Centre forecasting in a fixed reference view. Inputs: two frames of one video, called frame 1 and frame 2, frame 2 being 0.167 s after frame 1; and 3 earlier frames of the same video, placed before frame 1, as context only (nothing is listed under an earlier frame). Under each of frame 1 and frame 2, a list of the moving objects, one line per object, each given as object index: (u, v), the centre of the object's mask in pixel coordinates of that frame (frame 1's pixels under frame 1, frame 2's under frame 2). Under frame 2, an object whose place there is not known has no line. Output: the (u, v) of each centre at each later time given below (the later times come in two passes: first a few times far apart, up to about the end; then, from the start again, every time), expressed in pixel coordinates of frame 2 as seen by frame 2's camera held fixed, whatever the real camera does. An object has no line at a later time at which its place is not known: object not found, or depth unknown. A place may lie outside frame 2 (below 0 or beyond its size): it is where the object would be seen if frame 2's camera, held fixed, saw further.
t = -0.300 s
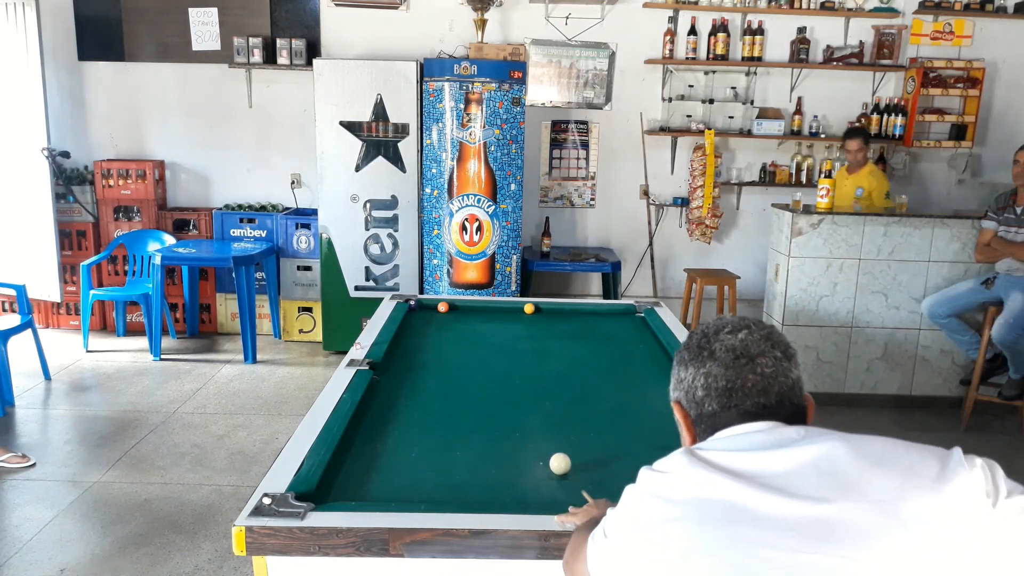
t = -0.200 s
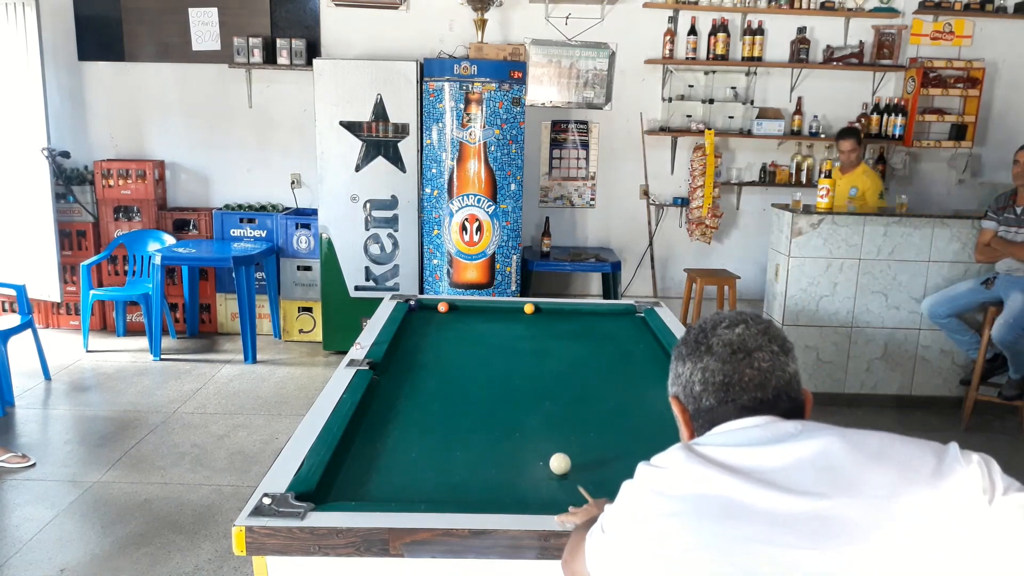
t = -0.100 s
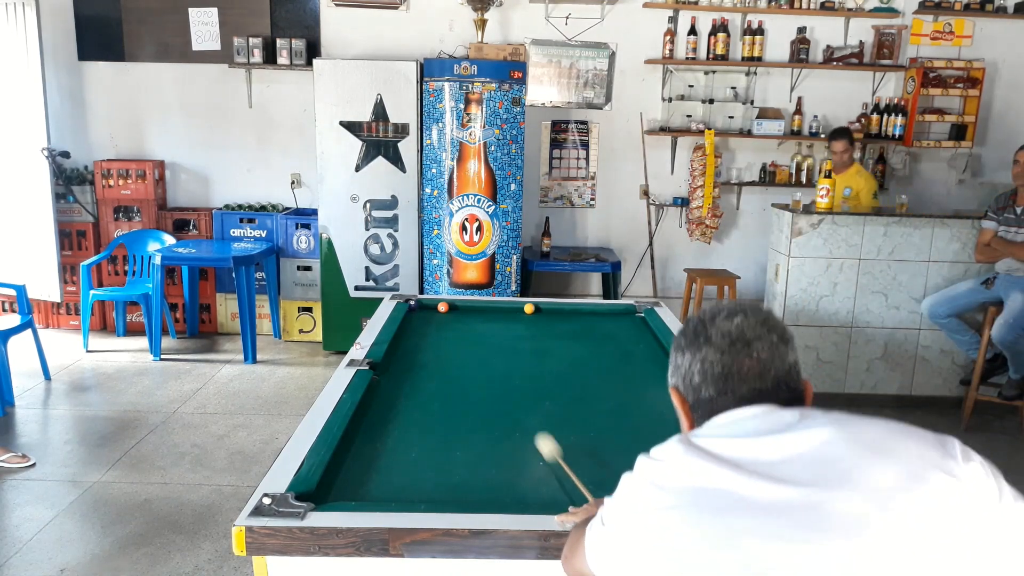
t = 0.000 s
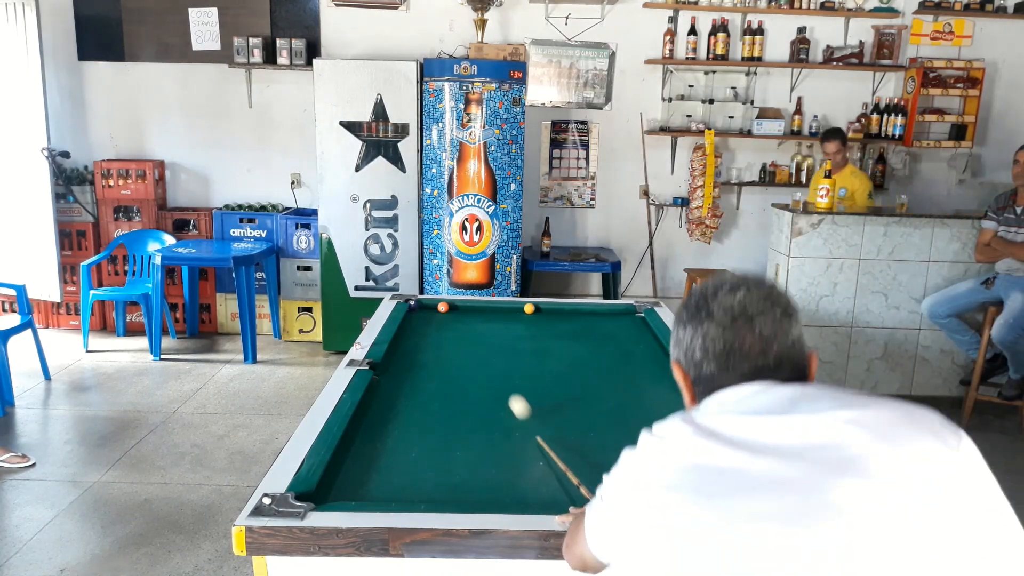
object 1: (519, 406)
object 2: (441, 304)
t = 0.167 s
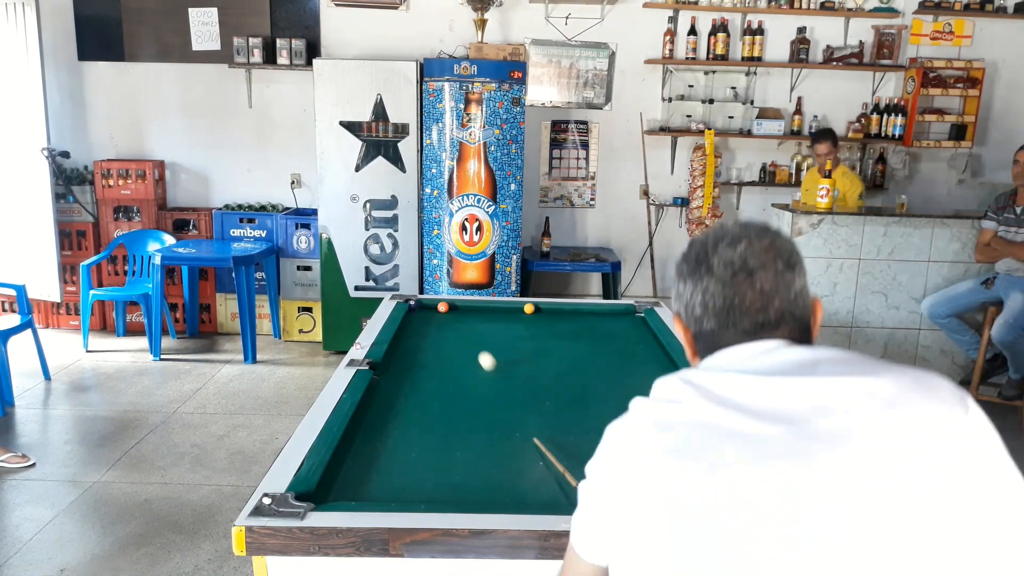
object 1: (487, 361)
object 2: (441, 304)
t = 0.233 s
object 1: (477, 347)
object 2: (441, 303)
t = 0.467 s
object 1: (452, 308)
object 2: (436, 304)
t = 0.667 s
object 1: (476, 313)
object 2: (416, 316)
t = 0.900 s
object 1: (492, 318)
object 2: (436, 329)
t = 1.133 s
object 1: (507, 323)
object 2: (458, 343)
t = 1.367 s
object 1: (522, 328)
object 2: (482, 358)
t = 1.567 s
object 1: (535, 332)
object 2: (505, 373)
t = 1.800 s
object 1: (549, 337)
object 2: (534, 391)
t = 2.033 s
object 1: (563, 341)
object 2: (567, 412)
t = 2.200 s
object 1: (573, 344)
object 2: (592, 429)
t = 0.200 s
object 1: (481, 353)
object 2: (441, 303)
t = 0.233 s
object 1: (477, 347)
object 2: (441, 303)
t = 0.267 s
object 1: (472, 340)
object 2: (441, 303)
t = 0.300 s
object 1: (467, 334)
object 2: (441, 303)
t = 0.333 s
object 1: (463, 328)
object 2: (441, 303)
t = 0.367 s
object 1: (459, 323)
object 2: (440, 303)
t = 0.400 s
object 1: (456, 317)
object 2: (441, 303)
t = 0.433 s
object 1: (452, 312)
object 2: (439, 303)
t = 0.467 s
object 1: (452, 308)
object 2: (436, 304)
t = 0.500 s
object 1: (457, 307)
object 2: (431, 305)
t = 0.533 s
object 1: (462, 306)
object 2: (425, 308)
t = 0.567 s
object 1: (466, 308)
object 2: (418, 310)
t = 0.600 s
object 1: (469, 310)
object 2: (413, 312)
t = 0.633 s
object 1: (473, 312)
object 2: (413, 314)
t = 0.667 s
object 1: (476, 313)
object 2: (416, 316)
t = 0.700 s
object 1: (479, 314)
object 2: (419, 317)
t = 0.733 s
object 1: (481, 315)
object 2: (421, 319)
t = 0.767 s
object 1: (483, 315)
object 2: (424, 321)
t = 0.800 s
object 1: (485, 316)
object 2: (427, 323)
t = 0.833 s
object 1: (488, 317)
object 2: (430, 325)
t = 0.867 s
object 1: (490, 318)
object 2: (433, 327)
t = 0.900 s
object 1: (492, 318)
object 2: (436, 329)
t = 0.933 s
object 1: (494, 319)
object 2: (439, 330)
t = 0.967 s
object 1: (496, 320)
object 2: (442, 333)
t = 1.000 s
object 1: (498, 320)
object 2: (445, 334)
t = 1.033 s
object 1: (501, 321)
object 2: (448, 337)
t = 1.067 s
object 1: (503, 322)
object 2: (452, 339)
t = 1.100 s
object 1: (505, 322)
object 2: (455, 341)
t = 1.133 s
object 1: (507, 323)
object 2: (458, 343)
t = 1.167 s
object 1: (509, 324)
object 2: (461, 345)
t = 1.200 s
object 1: (511, 325)
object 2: (465, 347)
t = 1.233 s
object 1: (513, 325)
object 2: (468, 349)
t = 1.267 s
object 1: (516, 326)
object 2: (472, 351)
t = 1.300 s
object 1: (518, 327)
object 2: (475, 353)
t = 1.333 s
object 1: (520, 327)
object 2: (479, 356)
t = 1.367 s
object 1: (522, 328)
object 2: (482, 358)
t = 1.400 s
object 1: (524, 329)
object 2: (486, 360)
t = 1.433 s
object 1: (526, 329)
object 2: (490, 363)
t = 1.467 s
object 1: (528, 330)
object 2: (494, 365)
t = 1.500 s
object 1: (531, 331)
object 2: (497, 368)
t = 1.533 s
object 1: (533, 331)
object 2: (501, 370)
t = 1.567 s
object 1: (535, 332)
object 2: (505, 373)
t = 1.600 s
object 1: (537, 333)
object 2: (509, 375)
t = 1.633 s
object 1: (539, 333)
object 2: (513, 378)
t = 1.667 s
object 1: (541, 334)
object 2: (517, 381)
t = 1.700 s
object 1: (543, 335)
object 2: (522, 383)
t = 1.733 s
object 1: (545, 335)
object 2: (526, 386)
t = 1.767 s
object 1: (547, 336)
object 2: (530, 389)
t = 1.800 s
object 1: (549, 337)
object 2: (534, 391)
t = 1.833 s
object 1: (551, 337)
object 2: (539, 394)
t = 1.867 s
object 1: (553, 338)
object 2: (543, 397)
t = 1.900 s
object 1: (555, 339)
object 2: (548, 400)
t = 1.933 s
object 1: (557, 339)
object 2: (553, 403)
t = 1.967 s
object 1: (559, 340)
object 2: (557, 406)
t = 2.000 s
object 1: (561, 341)
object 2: (562, 409)
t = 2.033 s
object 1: (563, 341)
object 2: (567, 412)
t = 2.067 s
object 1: (565, 342)
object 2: (572, 416)
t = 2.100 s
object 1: (567, 343)
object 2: (577, 419)
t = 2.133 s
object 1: (568, 343)
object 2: (582, 422)
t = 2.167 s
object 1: (570, 344)
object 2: (587, 426)
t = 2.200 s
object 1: (573, 344)
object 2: (592, 429)
